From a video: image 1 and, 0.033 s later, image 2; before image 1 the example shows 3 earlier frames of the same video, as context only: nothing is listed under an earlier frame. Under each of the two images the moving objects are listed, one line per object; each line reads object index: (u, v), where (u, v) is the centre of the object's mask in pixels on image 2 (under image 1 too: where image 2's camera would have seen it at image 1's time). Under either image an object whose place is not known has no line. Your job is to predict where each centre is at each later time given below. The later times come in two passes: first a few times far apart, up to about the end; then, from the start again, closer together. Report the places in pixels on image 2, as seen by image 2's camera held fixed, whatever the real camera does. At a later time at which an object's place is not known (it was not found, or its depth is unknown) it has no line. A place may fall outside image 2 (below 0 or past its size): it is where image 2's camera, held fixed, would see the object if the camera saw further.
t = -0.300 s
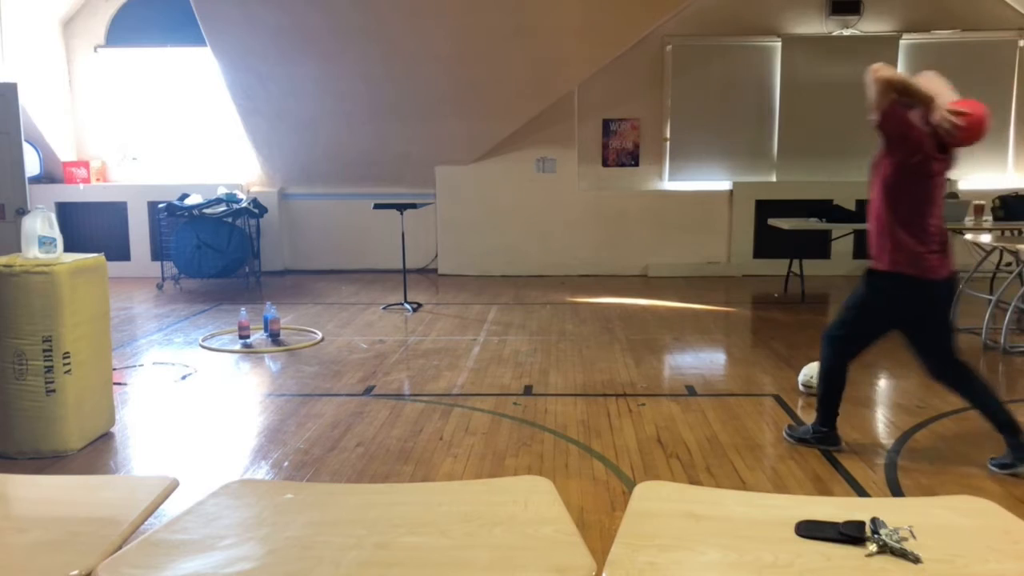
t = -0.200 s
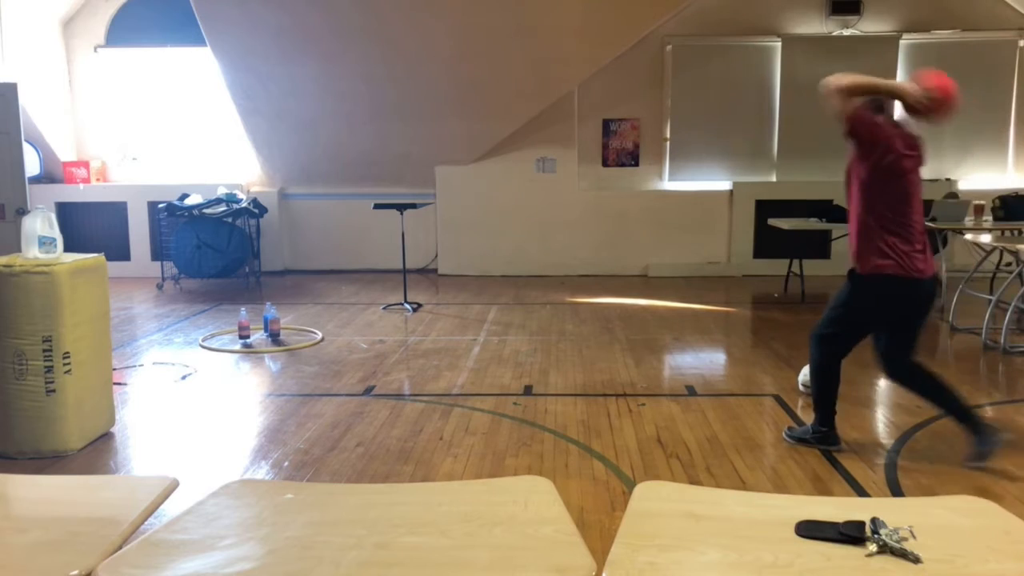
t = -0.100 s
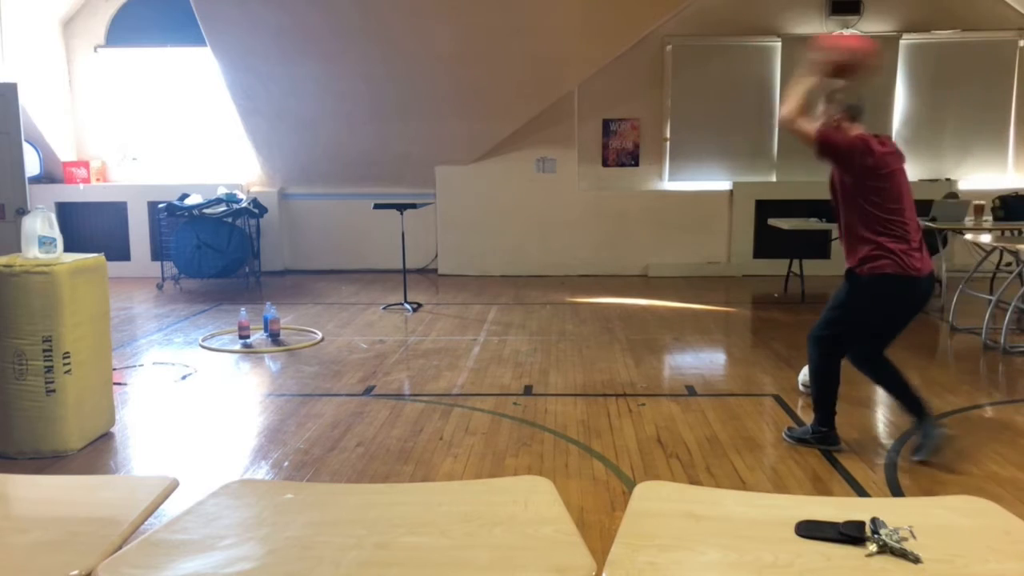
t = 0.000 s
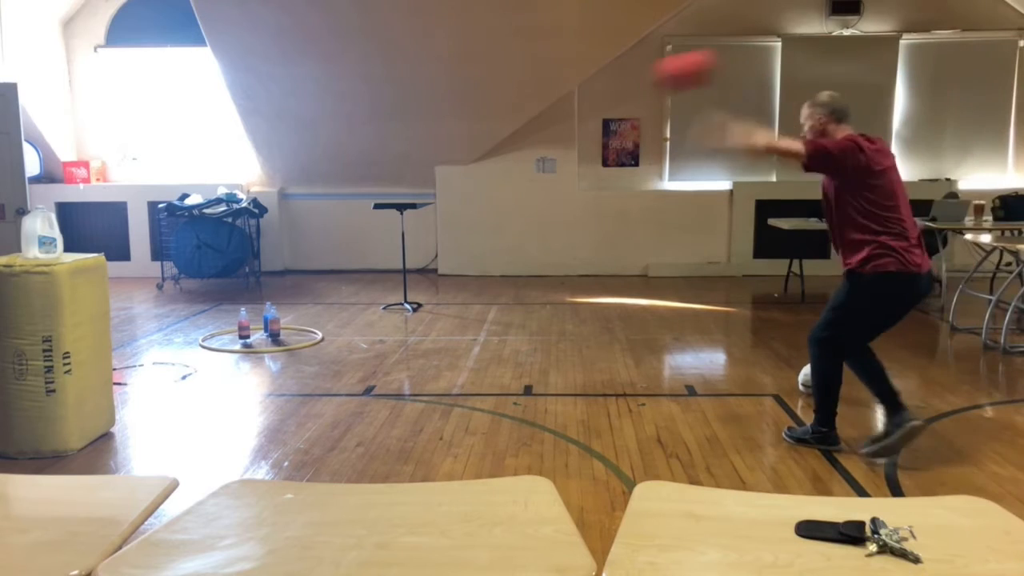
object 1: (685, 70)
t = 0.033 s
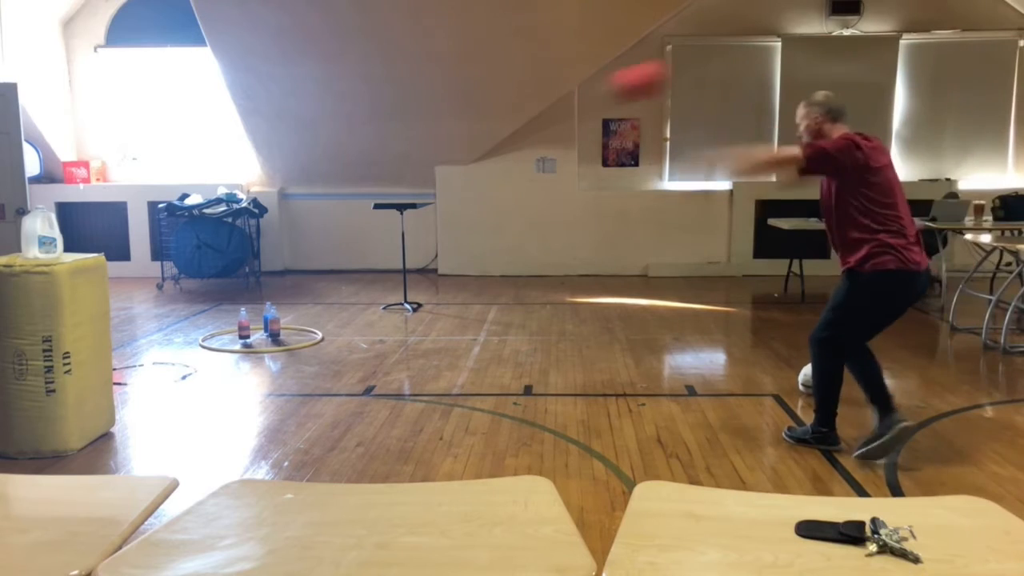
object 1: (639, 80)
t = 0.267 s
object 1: (395, 182)
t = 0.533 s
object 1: (233, 305)
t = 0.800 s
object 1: (163, 220)
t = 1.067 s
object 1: (113, 208)
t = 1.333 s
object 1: (78, 251)
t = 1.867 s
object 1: (70, 244)
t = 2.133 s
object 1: (109, 260)
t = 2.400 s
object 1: (132, 258)
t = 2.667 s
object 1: (155, 264)
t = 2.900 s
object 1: (139, 274)
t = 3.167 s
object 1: (129, 270)
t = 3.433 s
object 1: (123, 273)
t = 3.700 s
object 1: (117, 276)
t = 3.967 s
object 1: (115, 278)
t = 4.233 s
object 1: (113, 278)
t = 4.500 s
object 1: (112, 278)
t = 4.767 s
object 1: (111, 278)
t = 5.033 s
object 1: (110, 277)
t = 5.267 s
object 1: (109, 277)
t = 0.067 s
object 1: (594, 94)
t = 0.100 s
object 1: (552, 108)
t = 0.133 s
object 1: (516, 122)
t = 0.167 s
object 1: (482, 137)
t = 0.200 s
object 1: (450, 152)
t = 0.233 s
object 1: (422, 167)
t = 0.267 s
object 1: (395, 182)
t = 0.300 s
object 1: (368, 196)
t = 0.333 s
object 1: (348, 212)
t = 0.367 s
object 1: (323, 228)
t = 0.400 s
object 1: (303, 244)
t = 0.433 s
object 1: (285, 259)
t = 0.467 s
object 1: (267, 277)
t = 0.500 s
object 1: (251, 290)
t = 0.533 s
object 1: (233, 305)
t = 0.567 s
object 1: (223, 300)
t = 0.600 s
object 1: (213, 283)
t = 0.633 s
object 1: (203, 269)
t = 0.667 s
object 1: (195, 257)
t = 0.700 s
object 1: (187, 245)
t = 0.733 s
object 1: (178, 234)
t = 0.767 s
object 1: (170, 226)
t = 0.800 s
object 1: (163, 220)
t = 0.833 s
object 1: (156, 213)
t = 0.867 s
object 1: (149, 209)
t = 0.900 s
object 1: (143, 206)
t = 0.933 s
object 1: (136, 204)
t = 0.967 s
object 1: (129, 204)
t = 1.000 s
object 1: (123, 204)
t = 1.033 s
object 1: (118, 205)
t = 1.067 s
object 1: (113, 208)
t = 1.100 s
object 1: (108, 211)
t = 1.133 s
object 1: (102, 216)
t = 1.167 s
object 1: (98, 220)
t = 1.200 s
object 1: (93, 227)
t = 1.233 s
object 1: (89, 233)
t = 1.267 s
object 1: (84, 241)
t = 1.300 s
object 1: (81, 246)
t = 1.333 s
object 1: (78, 251)
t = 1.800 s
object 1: (63, 236)
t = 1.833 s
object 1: (67, 241)
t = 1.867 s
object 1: (70, 244)
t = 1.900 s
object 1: (73, 247)
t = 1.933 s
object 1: (77, 250)
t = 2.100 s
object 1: (109, 263)
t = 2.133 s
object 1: (109, 260)
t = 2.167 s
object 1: (111, 256)
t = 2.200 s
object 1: (113, 253)
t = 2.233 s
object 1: (114, 252)
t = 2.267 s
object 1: (118, 252)
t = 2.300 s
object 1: (122, 252)
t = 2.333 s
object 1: (124, 253)
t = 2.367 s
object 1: (128, 255)
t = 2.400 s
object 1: (132, 258)
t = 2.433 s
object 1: (136, 263)
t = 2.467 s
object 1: (140, 268)
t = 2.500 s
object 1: (143, 274)
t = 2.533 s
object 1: (147, 280)
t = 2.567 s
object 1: (150, 276)
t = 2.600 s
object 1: (152, 271)
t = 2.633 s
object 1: (155, 267)
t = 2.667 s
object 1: (155, 264)
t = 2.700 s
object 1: (153, 263)
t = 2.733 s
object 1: (151, 262)
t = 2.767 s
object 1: (148, 263)
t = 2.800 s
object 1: (146, 264)
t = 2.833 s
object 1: (143, 266)
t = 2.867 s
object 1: (142, 270)
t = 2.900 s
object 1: (139, 274)
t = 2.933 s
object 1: (137, 279)
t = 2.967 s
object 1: (136, 278)
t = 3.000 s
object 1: (134, 275)
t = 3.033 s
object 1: (133, 271)
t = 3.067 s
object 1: (132, 270)
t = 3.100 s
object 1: (131, 269)
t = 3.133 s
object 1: (130, 269)
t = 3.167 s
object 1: (129, 270)
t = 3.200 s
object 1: (128, 272)
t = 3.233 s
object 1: (127, 276)
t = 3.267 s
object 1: (127, 279)
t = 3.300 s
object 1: (125, 277)
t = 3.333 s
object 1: (124, 274)
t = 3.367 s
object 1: (124, 273)
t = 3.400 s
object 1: (123, 273)
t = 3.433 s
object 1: (123, 273)
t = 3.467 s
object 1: (122, 274)
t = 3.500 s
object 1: (121, 277)
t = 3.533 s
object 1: (120, 279)
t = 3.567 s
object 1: (120, 277)
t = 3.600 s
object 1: (119, 276)
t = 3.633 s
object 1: (118, 275)
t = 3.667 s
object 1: (118, 275)
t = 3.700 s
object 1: (117, 276)
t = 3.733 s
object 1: (117, 279)
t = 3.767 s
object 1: (116, 279)
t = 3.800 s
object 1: (116, 277)
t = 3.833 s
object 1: (116, 276)
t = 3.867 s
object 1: (116, 277)
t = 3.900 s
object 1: (115, 278)
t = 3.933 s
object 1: (115, 279)
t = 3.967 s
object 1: (115, 278)
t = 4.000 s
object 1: (115, 277)
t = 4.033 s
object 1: (114, 278)
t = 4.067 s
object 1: (114, 279)
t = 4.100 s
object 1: (114, 278)
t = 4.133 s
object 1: (114, 278)
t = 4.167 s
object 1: (114, 278)
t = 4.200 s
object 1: (114, 279)
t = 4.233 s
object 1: (113, 278)
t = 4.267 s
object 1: (113, 278)
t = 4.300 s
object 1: (113, 278)
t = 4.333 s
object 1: (113, 278)
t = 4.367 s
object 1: (113, 278)
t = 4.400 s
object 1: (112, 278)
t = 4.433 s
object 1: (112, 278)
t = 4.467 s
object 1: (112, 278)
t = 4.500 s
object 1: (112, 278)
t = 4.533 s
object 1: (112, 278)
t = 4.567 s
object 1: (112, 278)
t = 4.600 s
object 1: (112, 278)
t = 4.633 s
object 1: (111, 278)
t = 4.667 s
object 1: (111, 278)
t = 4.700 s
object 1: (111, 278)
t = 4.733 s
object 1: (111, 278)
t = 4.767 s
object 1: (111, 278)
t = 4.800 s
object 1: (111, 278)
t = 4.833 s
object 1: (111, 278)
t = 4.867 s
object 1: (111, 278)
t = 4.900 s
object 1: (111, 278)
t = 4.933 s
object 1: (111, 278)
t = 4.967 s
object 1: (110, 277)
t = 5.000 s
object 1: (110, 277)
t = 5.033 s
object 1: (110, 277)
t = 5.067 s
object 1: (110, 277)
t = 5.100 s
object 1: (110, 277)
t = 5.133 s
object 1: (110, 277)
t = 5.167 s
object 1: (110, 277)
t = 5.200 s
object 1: (110, 277)
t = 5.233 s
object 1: (110, 277)
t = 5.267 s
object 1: (109, 277)
